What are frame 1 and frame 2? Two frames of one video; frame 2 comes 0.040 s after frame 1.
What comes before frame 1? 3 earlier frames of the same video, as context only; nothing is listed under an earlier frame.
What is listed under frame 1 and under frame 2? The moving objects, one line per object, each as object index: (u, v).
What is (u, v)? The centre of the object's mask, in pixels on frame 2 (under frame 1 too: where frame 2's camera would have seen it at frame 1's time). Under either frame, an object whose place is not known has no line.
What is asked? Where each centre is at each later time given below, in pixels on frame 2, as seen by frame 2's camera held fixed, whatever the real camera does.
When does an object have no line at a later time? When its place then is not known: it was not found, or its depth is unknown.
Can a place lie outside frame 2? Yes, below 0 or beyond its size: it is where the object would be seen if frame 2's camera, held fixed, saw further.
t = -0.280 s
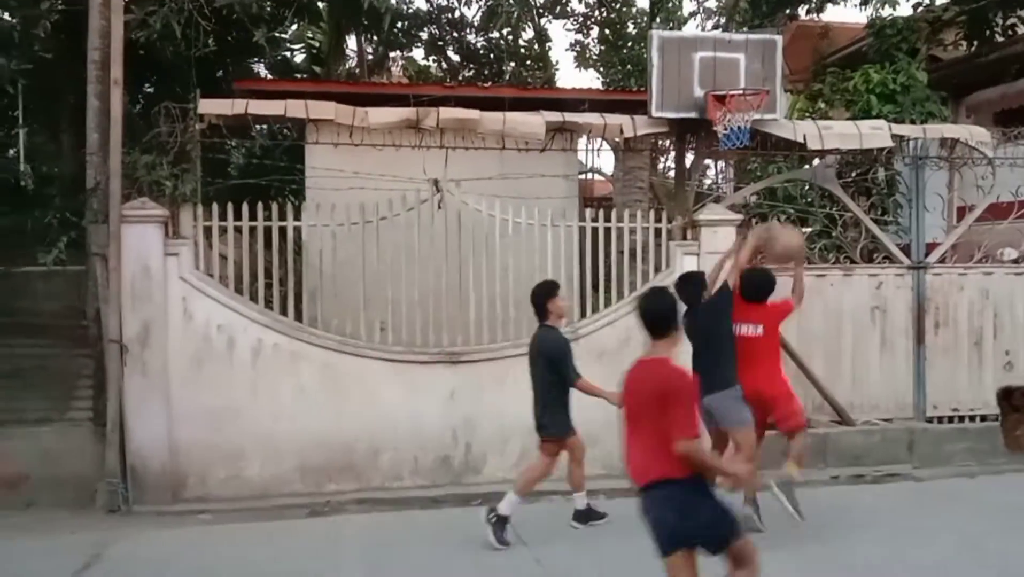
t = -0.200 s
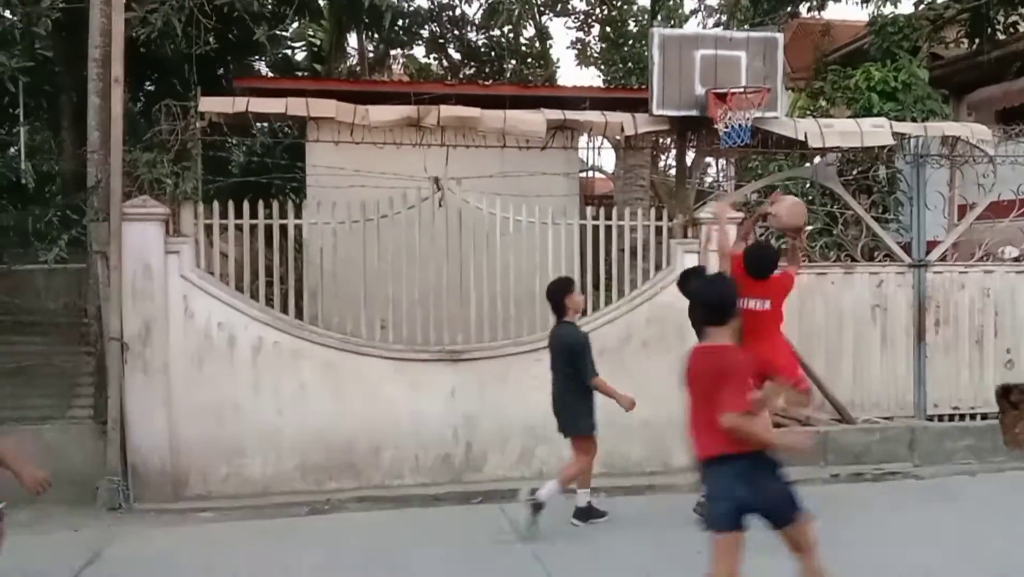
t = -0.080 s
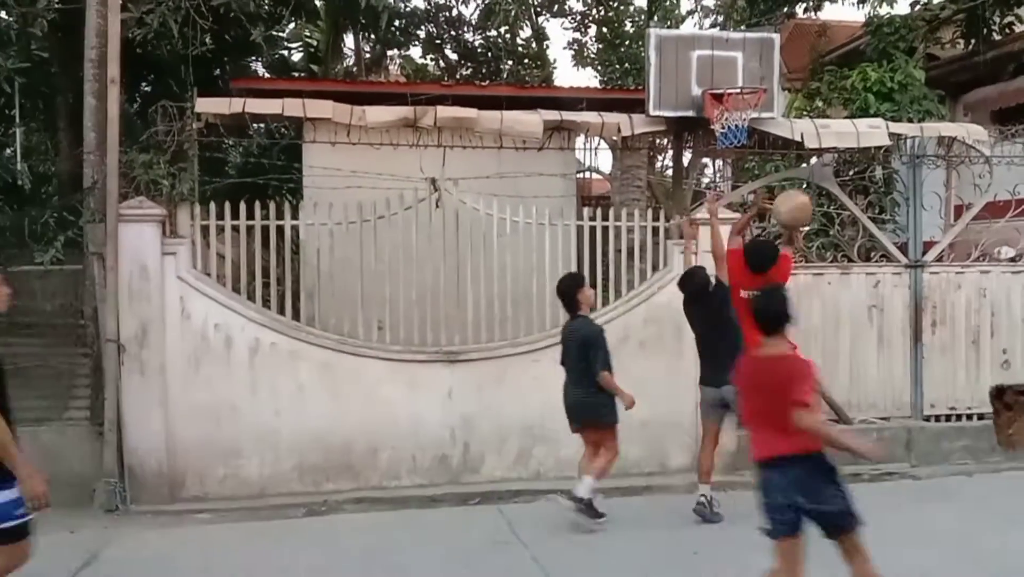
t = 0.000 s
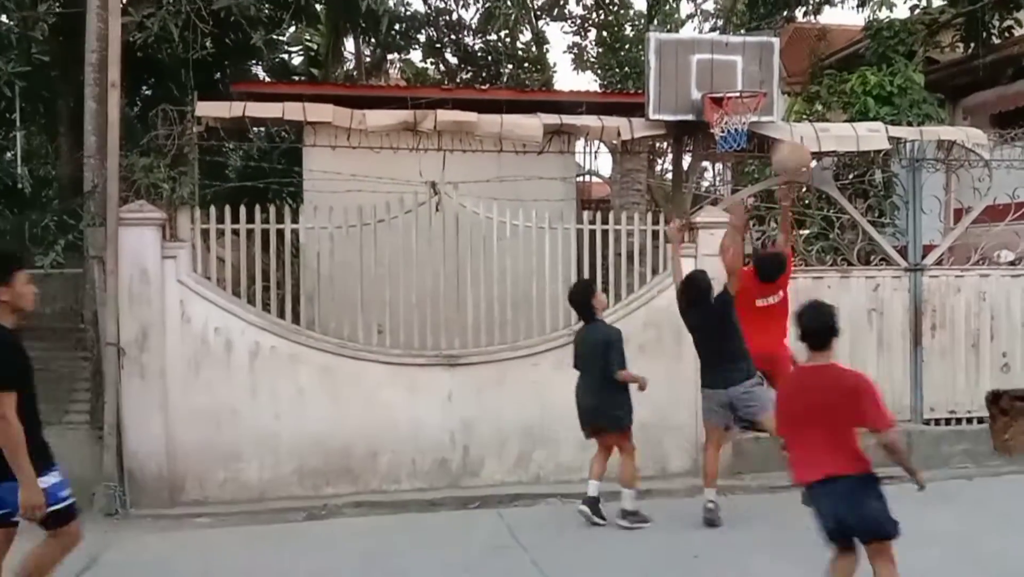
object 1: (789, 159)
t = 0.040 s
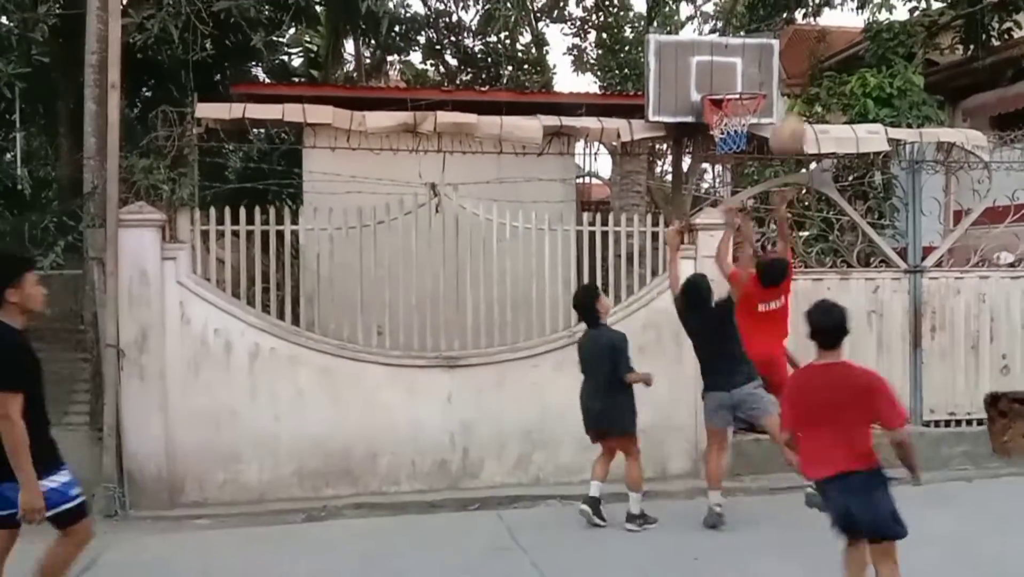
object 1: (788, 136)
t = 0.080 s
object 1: (786, 109)
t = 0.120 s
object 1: (783, 91)
